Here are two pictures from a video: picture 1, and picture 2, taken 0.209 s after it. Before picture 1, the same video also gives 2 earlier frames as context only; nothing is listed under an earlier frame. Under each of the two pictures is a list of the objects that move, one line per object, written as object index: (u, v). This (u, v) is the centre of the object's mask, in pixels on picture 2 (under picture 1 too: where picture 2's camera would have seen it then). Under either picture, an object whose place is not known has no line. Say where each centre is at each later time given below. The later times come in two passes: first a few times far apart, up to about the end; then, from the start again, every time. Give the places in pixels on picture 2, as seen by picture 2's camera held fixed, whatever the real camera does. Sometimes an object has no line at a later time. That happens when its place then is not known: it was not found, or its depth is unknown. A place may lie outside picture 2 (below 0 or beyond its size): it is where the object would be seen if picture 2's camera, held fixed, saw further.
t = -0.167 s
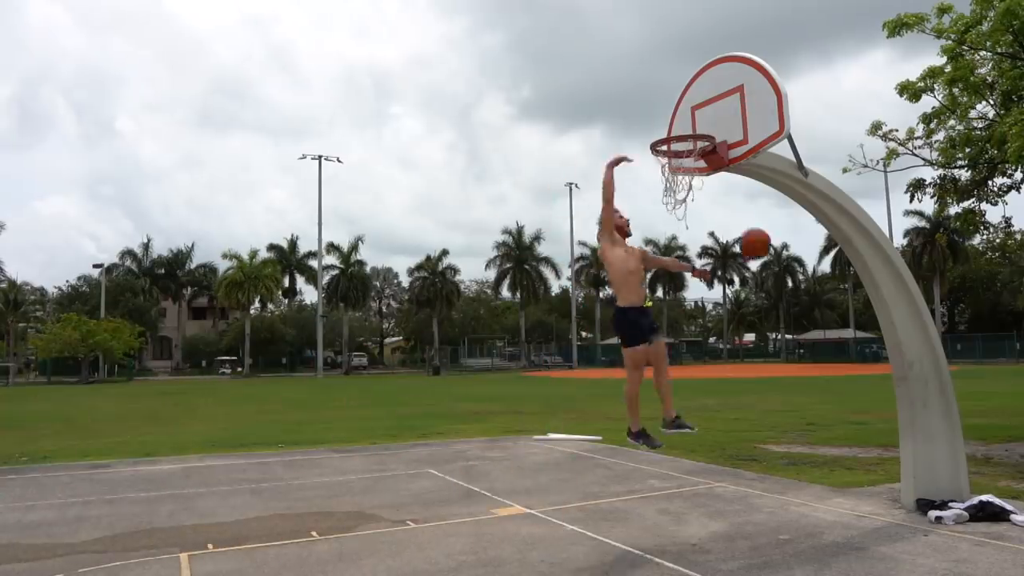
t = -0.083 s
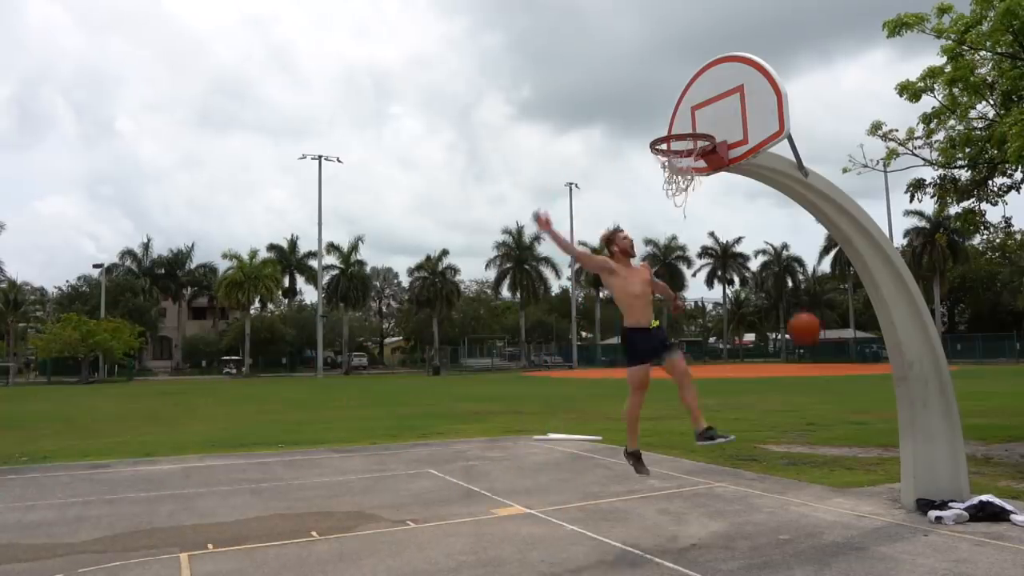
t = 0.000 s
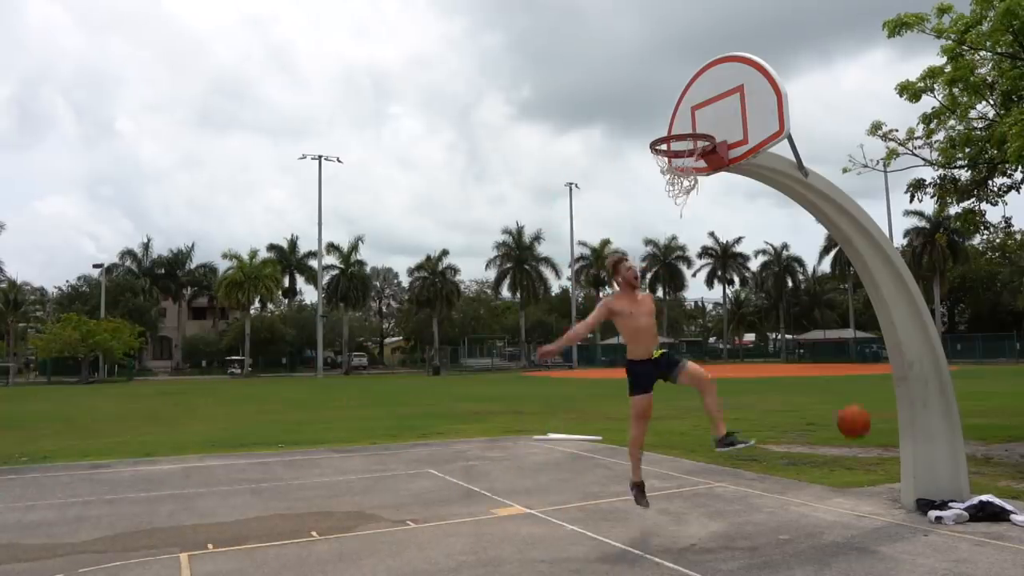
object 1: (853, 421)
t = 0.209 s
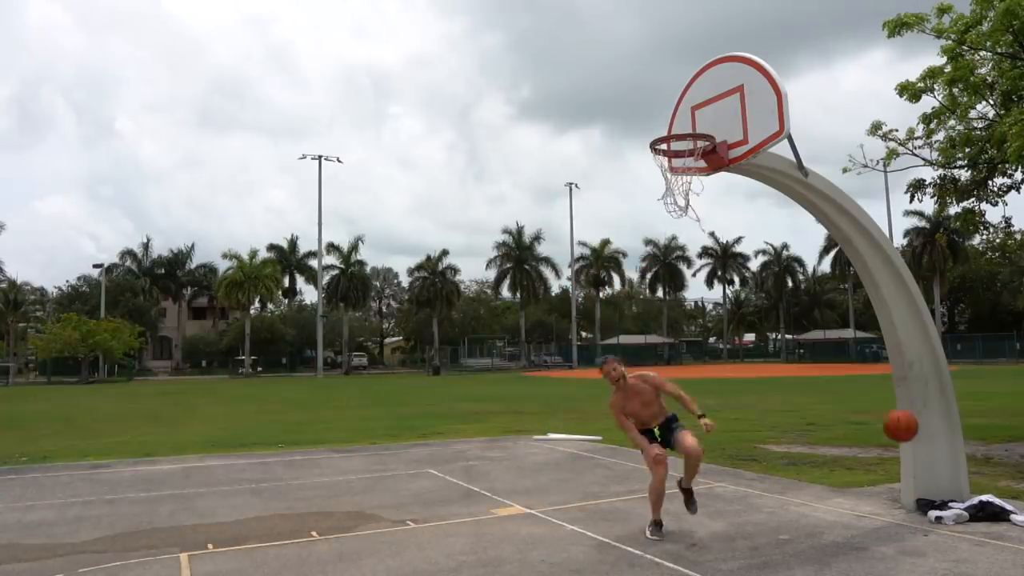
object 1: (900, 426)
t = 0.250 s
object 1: (899, 392)
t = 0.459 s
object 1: (890, 257)
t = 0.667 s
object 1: (881, 176)
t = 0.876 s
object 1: (876, 151)
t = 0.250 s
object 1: (899, 392)
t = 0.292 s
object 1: (897, 361)
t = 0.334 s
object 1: (895, 332)
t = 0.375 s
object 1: (893, 305)
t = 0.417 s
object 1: (891, 280)
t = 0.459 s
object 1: (890, 257)
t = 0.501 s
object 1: (887, 237)
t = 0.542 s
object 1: (885, 218)
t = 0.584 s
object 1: (883, 202)
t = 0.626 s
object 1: (882, 188)
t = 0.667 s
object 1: (881, 176)
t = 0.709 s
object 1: (879, 166)
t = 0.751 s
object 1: (878, 159)
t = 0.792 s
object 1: (877, 154)
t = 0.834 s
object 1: (876, 151)
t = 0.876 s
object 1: (876, 151)
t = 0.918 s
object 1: (875, 152)
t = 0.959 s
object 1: (875, 157)
